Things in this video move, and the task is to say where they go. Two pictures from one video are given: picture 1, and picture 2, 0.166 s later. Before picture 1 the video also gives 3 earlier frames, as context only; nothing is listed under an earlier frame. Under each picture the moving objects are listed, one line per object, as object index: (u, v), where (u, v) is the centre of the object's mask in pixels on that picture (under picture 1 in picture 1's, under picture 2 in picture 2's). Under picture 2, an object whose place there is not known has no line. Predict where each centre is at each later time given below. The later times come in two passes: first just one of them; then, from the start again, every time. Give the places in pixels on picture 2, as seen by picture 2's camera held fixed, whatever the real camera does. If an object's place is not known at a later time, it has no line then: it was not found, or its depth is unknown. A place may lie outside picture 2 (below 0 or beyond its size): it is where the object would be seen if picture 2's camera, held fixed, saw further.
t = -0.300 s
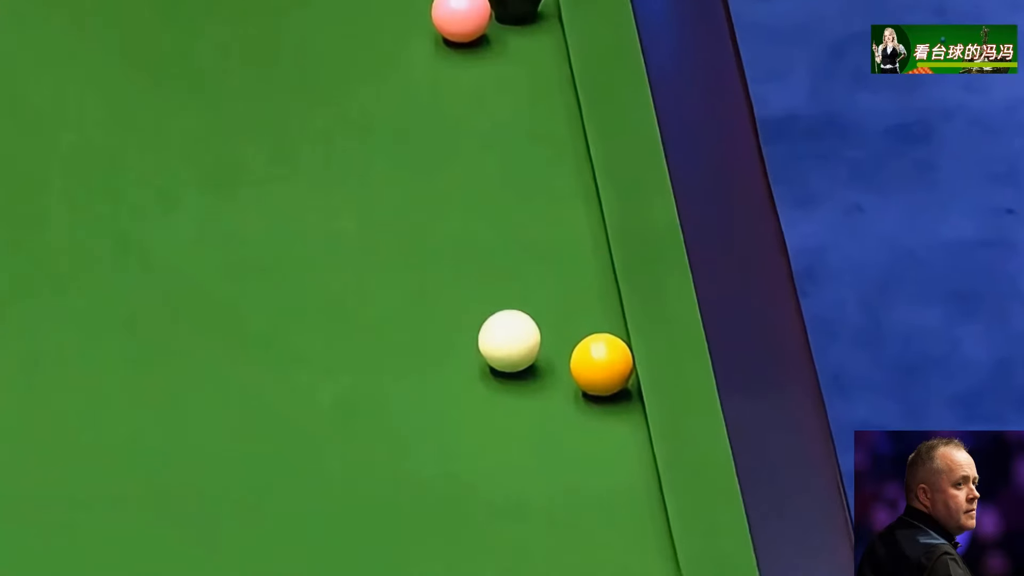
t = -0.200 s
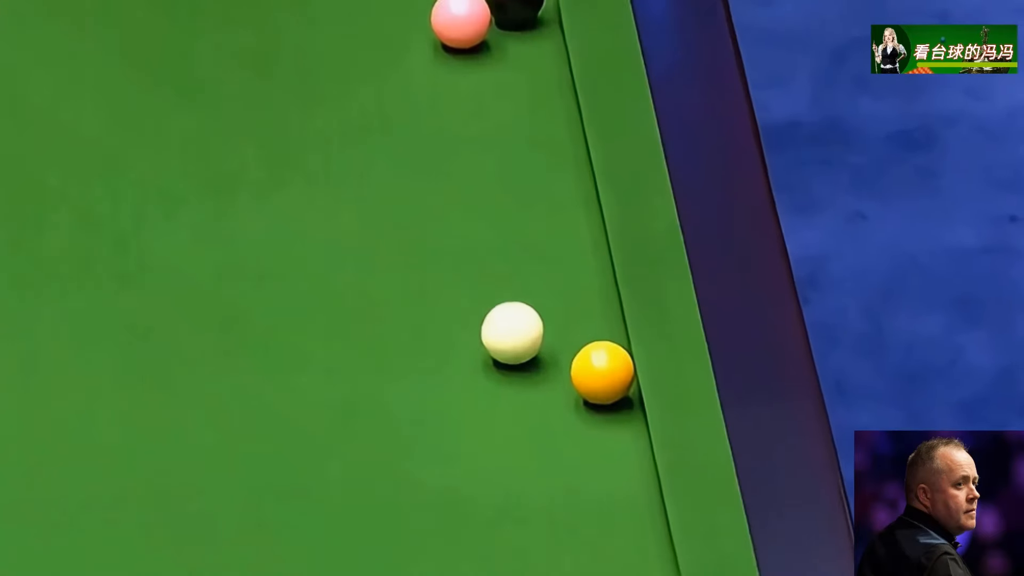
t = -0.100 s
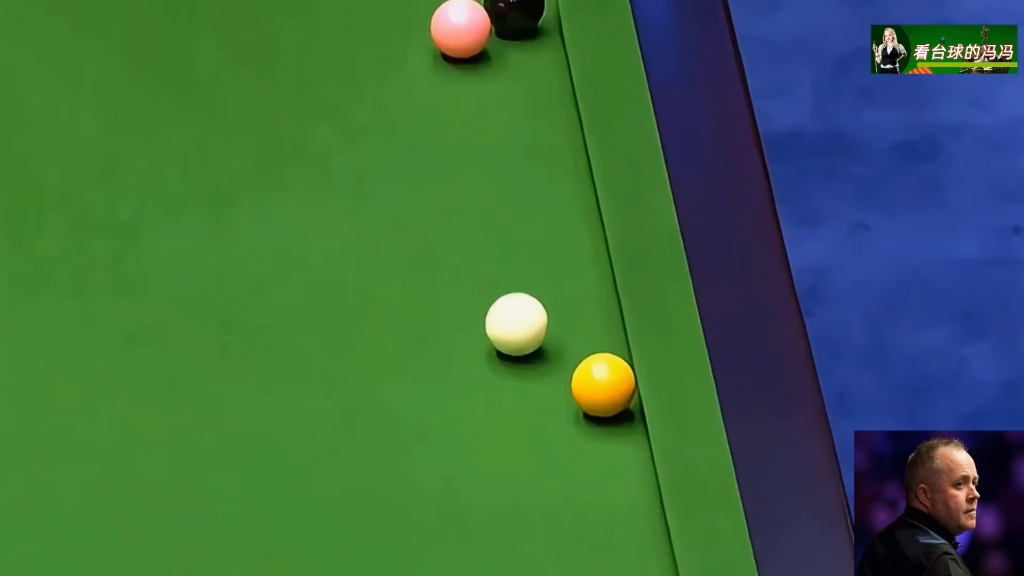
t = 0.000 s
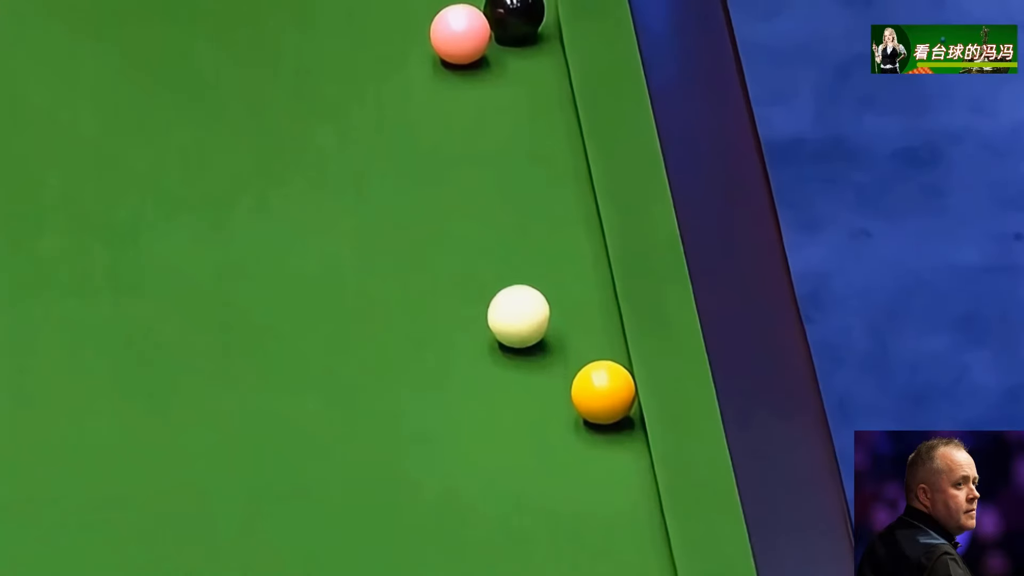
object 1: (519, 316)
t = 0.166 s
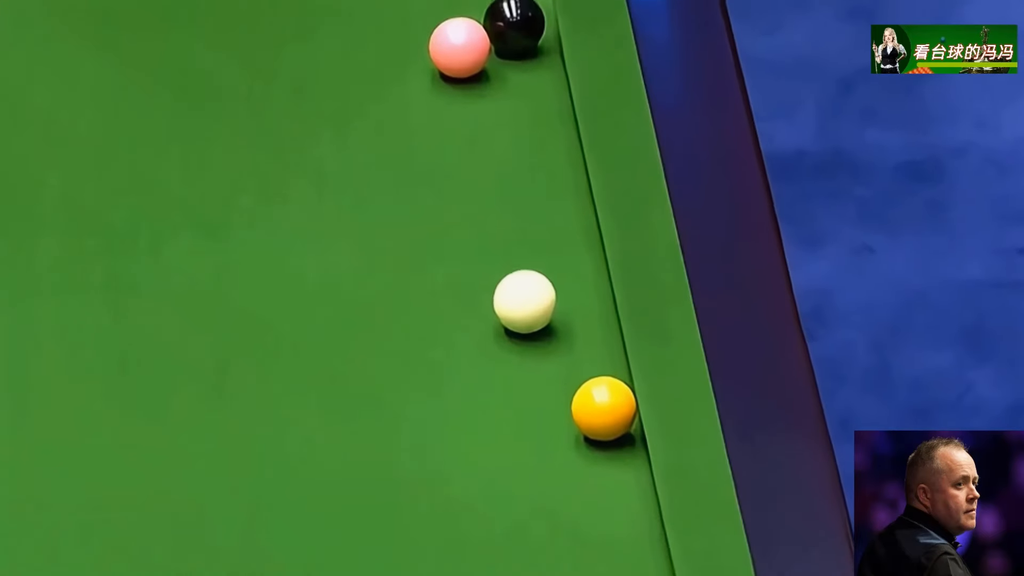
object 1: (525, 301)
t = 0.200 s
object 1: (525, 298)
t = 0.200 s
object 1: (525, 298)
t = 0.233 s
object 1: (526, 296)
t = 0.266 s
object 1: (528, 287)
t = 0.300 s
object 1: (528, 284)
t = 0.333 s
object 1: (529, 280)
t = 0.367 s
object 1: (530, 276)
